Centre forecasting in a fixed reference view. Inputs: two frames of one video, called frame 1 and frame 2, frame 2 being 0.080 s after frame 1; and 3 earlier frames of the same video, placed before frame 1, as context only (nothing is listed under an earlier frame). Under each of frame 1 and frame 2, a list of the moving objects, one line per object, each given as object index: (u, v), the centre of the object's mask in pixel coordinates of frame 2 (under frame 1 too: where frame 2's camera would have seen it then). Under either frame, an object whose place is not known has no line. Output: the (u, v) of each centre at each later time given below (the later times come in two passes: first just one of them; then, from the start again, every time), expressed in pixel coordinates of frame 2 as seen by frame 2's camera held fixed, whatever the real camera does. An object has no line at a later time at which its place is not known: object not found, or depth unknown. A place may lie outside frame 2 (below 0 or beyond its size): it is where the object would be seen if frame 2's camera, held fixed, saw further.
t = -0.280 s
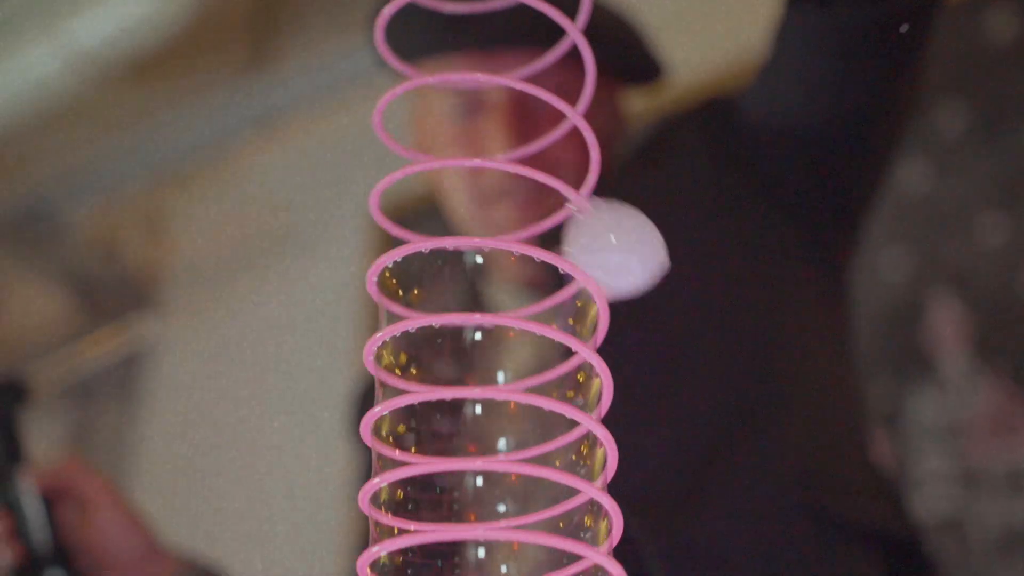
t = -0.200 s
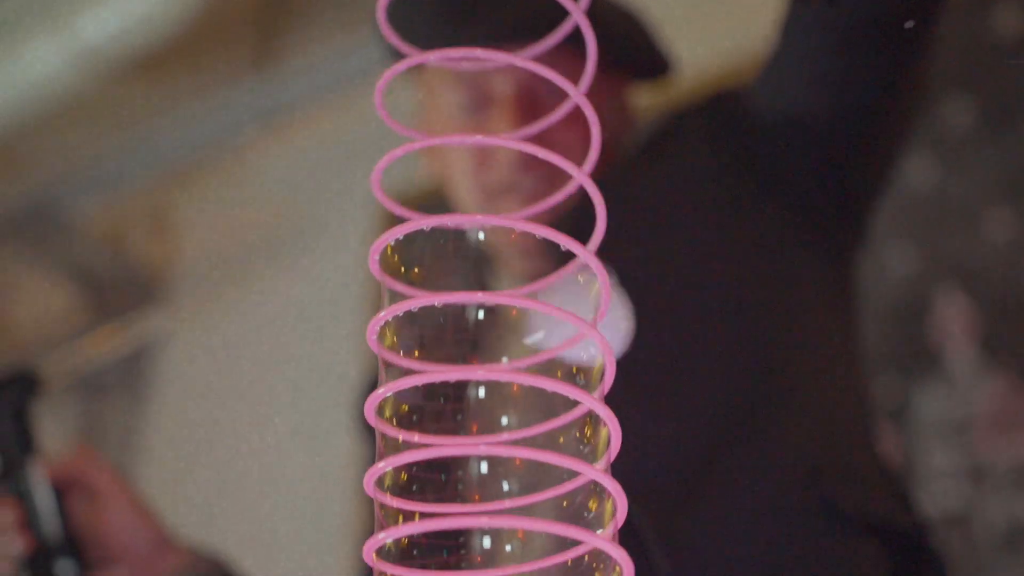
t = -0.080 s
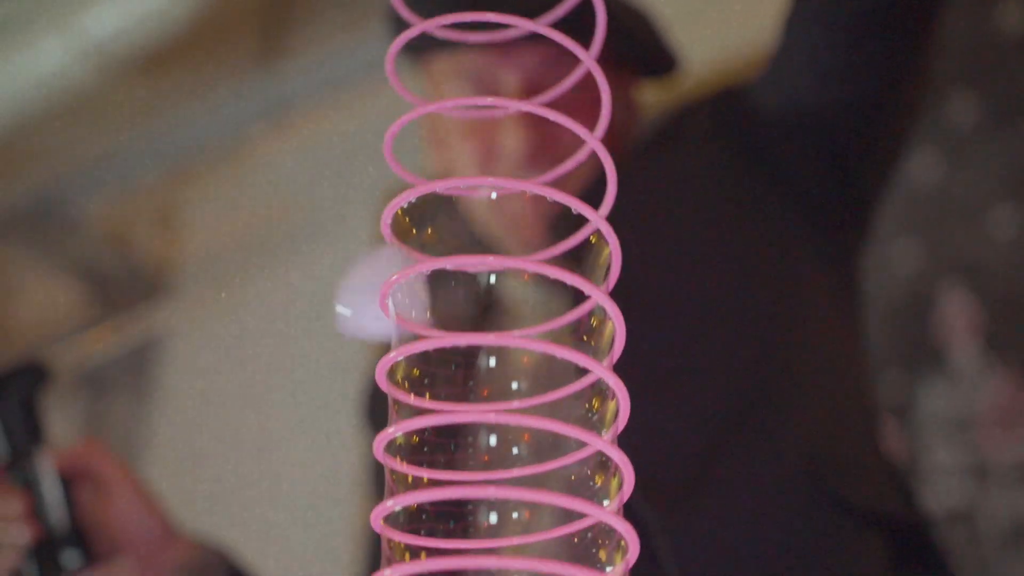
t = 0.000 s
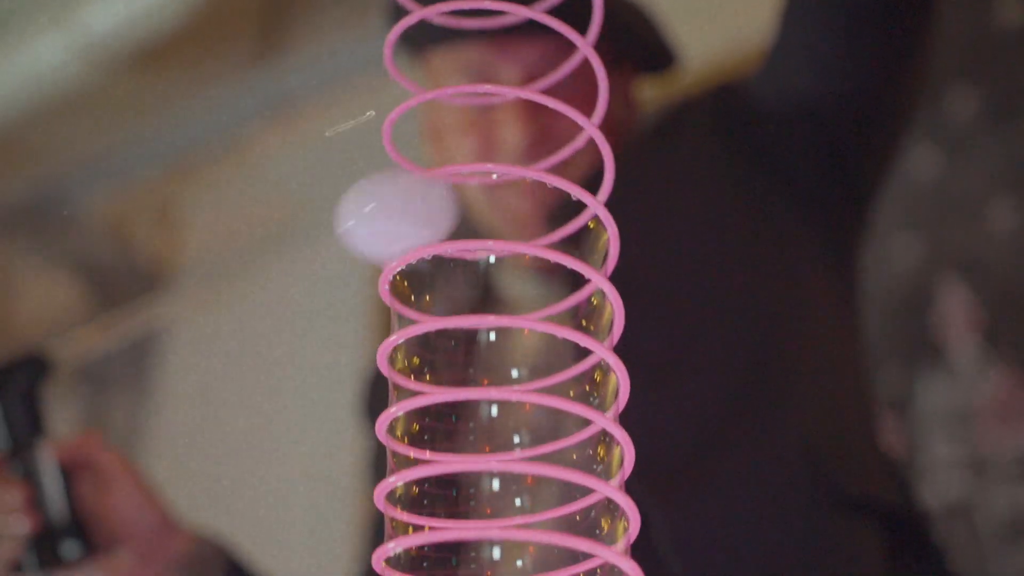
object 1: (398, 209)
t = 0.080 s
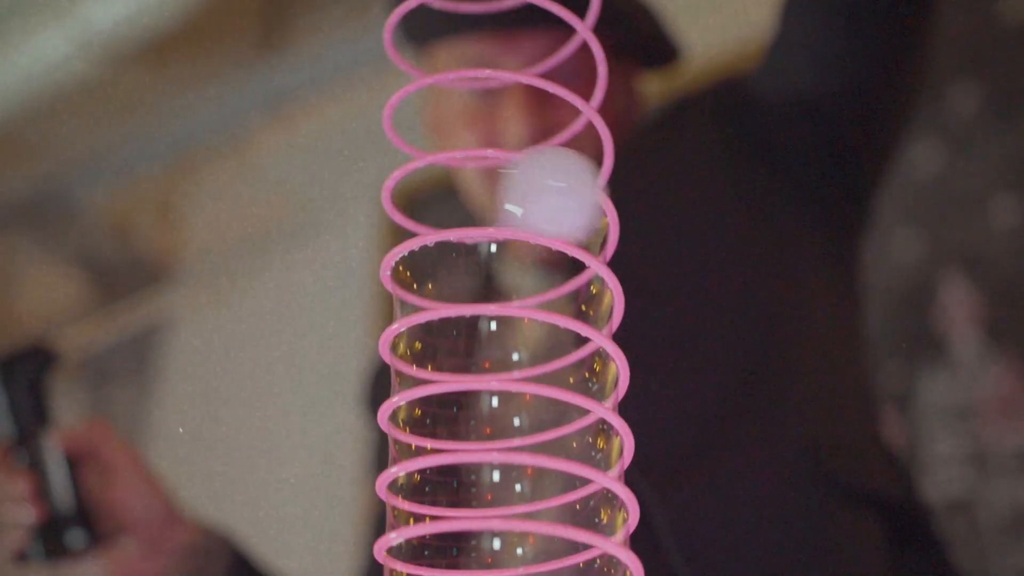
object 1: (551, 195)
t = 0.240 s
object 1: (515, 335)
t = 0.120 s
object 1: (619, 224)
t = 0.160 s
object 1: (639, 266)
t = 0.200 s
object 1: (612, 305)
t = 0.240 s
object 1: (515, 335)
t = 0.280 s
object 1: (456, 343)
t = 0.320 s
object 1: (389, 336)
